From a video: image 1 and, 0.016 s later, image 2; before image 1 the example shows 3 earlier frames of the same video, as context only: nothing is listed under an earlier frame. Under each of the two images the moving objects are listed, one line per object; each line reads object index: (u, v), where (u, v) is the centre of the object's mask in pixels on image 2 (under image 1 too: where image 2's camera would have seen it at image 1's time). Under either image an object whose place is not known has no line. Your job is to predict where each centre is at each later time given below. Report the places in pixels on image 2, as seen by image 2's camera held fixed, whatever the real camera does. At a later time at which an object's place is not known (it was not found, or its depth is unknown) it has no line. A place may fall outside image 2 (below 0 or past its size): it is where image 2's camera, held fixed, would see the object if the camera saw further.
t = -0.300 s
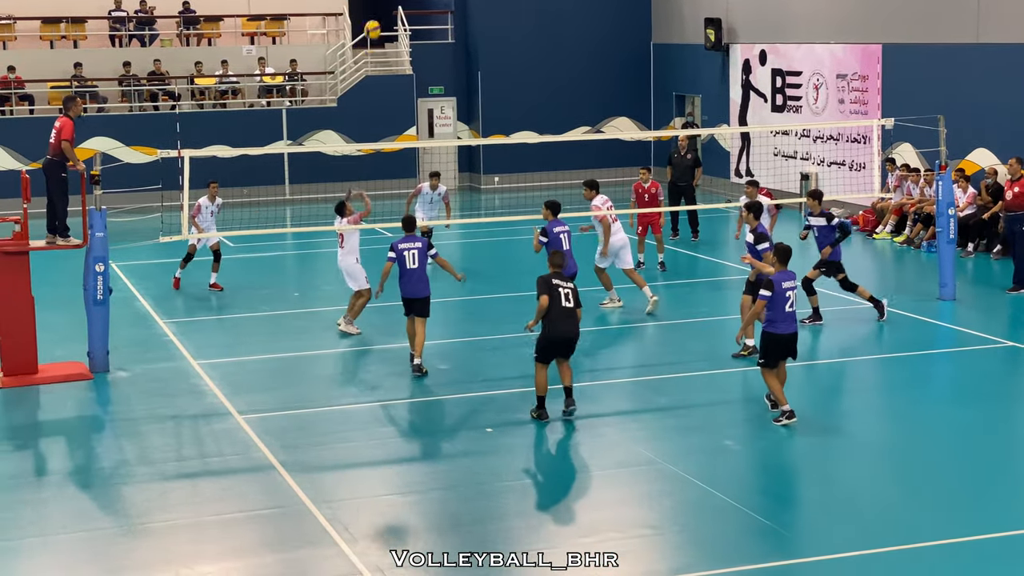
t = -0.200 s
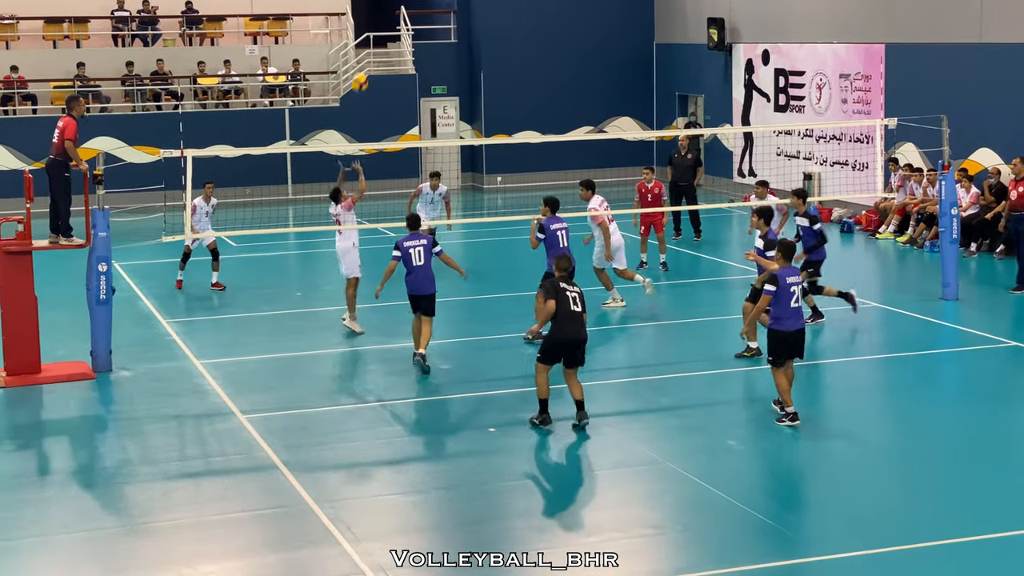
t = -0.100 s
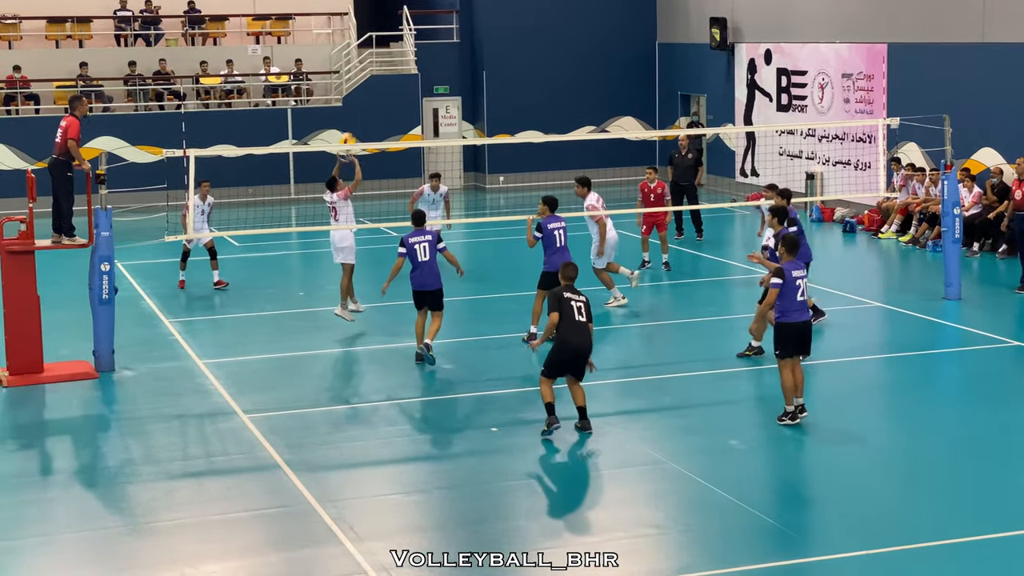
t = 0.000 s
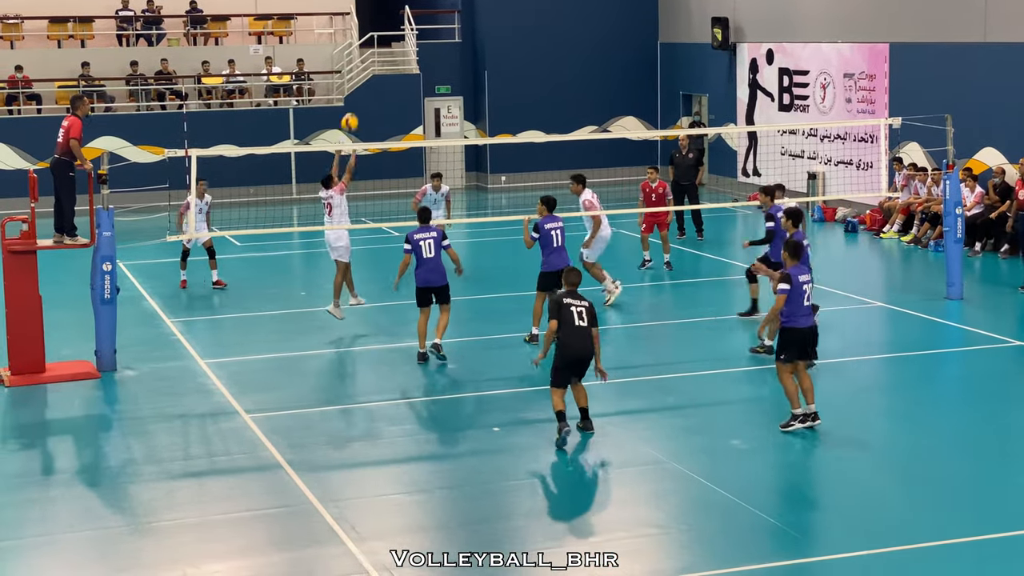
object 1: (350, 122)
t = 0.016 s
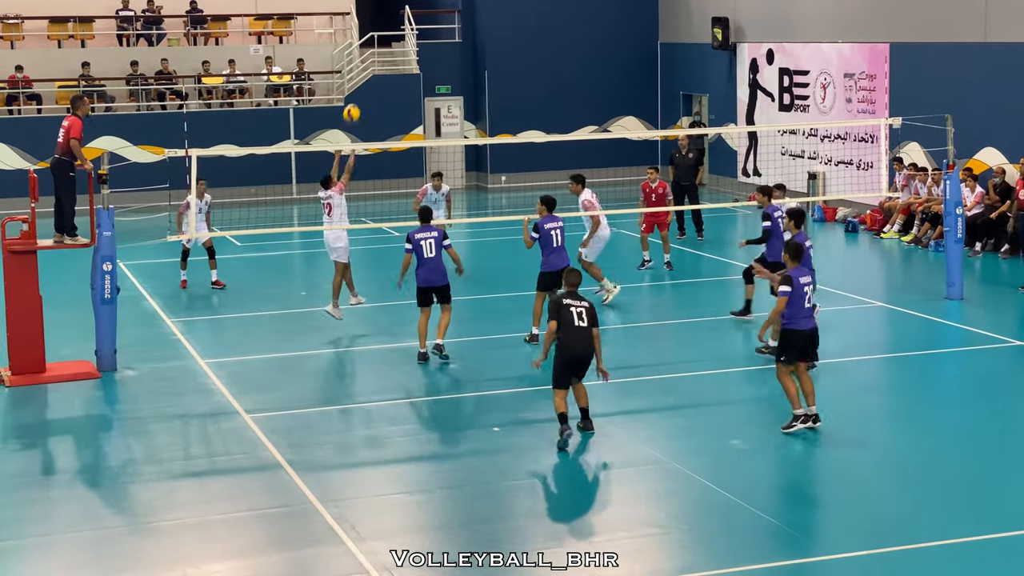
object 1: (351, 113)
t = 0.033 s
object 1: (353, 104)
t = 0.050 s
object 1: (355, 95)
